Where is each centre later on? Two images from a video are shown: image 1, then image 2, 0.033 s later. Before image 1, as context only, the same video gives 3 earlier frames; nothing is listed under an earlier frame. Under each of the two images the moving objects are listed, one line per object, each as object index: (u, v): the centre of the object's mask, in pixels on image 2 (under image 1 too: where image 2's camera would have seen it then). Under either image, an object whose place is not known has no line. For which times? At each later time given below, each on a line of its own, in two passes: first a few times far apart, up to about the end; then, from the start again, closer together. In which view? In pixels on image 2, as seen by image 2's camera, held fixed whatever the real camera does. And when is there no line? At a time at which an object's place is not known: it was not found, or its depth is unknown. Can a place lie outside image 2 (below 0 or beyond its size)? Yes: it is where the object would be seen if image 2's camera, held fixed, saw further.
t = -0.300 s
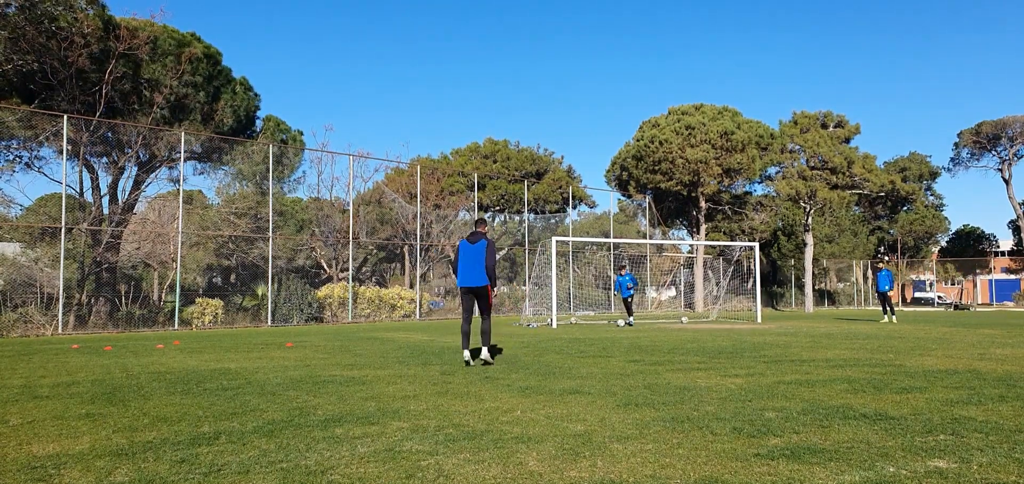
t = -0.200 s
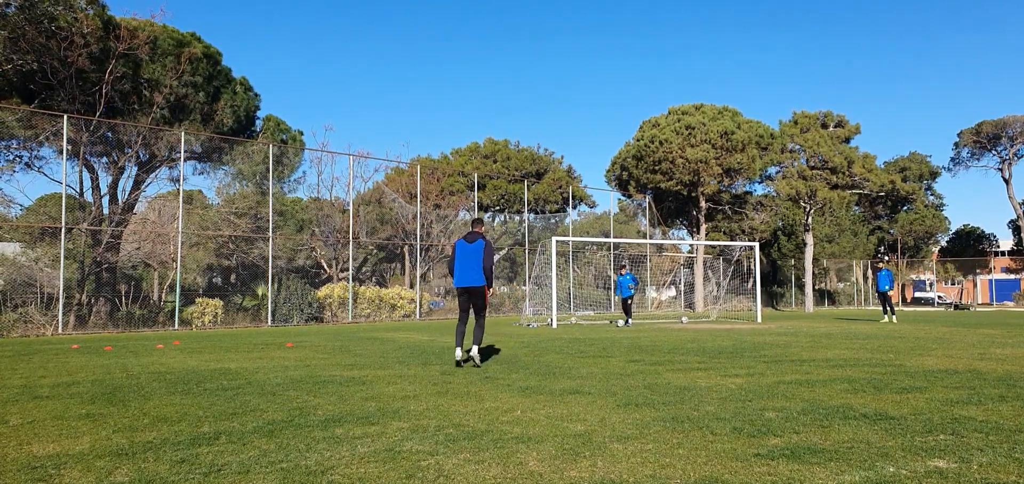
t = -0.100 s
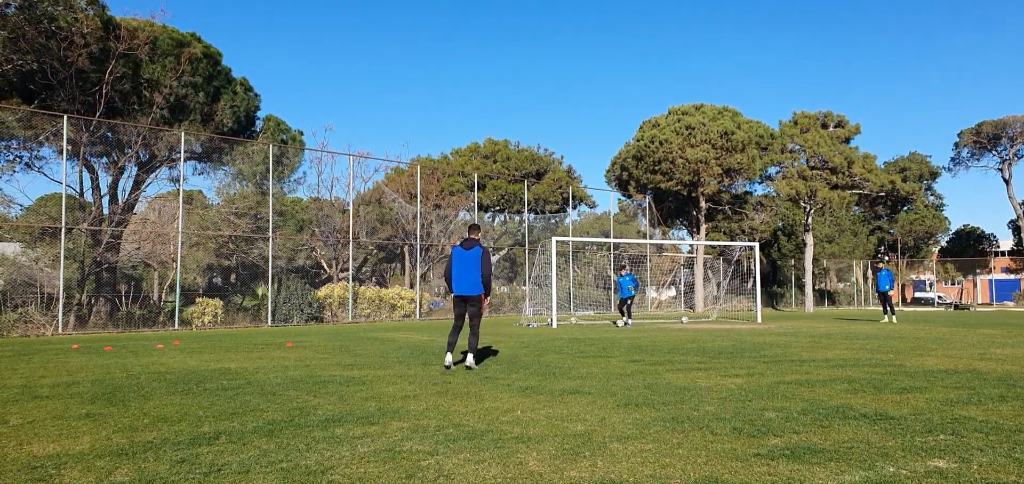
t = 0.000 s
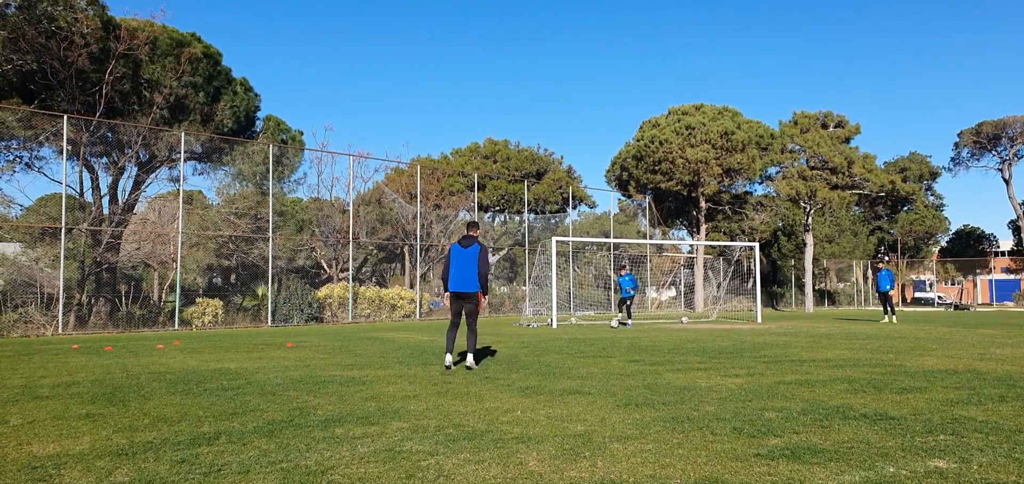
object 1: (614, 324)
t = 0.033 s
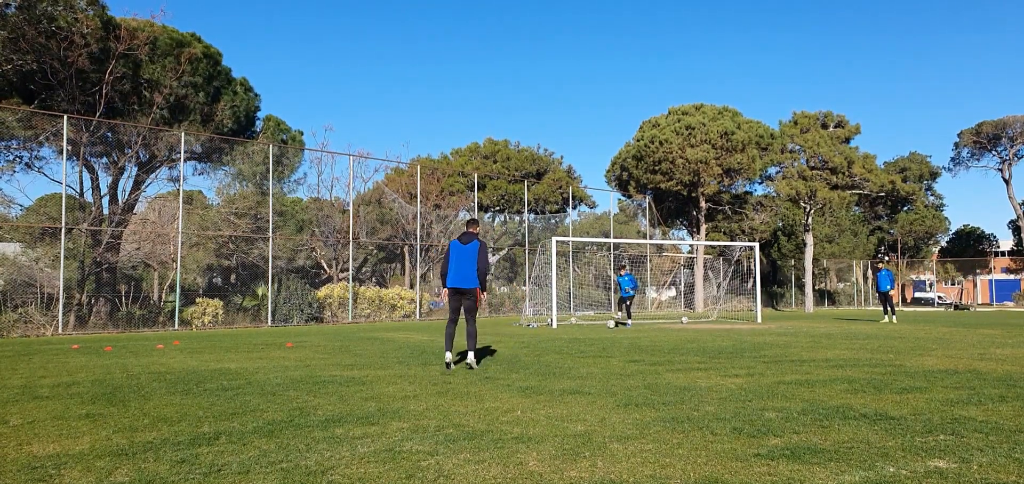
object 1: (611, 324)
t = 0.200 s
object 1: (596, 324)
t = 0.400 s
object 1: (578, 333)
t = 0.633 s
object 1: (558, 339)
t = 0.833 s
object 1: (539, 345)
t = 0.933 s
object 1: (528, 348)
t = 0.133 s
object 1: (602, 325)
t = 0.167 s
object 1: (599, 324)
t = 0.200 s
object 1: (596, 324)
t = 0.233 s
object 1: (593, 324)
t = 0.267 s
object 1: (590, 325)
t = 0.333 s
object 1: (584, 328)
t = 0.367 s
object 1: (581, 331)
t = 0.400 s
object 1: (578, 333)
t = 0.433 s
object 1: (575, 333)
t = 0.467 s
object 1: (572, 332)
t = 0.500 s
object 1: (569, 332)
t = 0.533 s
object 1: (566, 333)
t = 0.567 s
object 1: (563, 334)
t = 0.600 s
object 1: (561, 337)
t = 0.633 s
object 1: (558, 339)
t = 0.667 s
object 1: (555, 339)
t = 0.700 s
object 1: (552, 339)
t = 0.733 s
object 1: (549, 339)
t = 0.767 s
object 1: (545, 340)
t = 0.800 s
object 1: (542, 342)
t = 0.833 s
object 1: (539, 345)
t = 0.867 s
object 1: (536, 347)
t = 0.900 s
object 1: (532, 347)
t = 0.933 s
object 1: (528, 348)
